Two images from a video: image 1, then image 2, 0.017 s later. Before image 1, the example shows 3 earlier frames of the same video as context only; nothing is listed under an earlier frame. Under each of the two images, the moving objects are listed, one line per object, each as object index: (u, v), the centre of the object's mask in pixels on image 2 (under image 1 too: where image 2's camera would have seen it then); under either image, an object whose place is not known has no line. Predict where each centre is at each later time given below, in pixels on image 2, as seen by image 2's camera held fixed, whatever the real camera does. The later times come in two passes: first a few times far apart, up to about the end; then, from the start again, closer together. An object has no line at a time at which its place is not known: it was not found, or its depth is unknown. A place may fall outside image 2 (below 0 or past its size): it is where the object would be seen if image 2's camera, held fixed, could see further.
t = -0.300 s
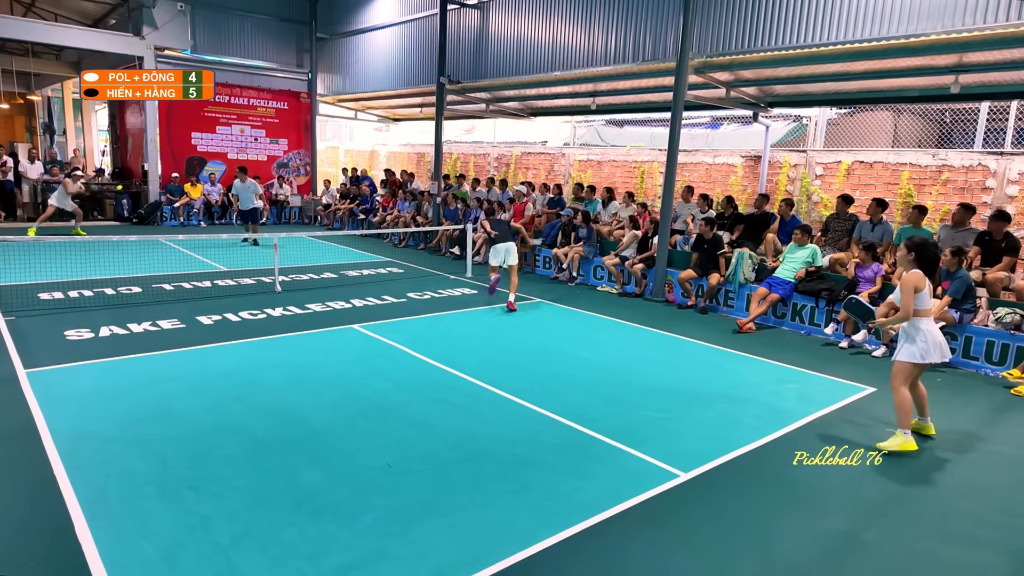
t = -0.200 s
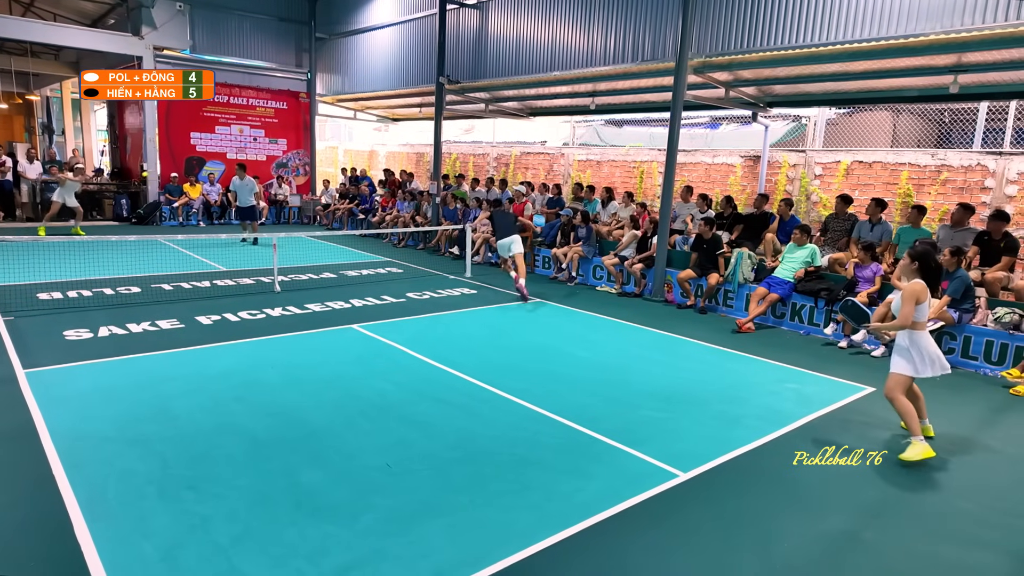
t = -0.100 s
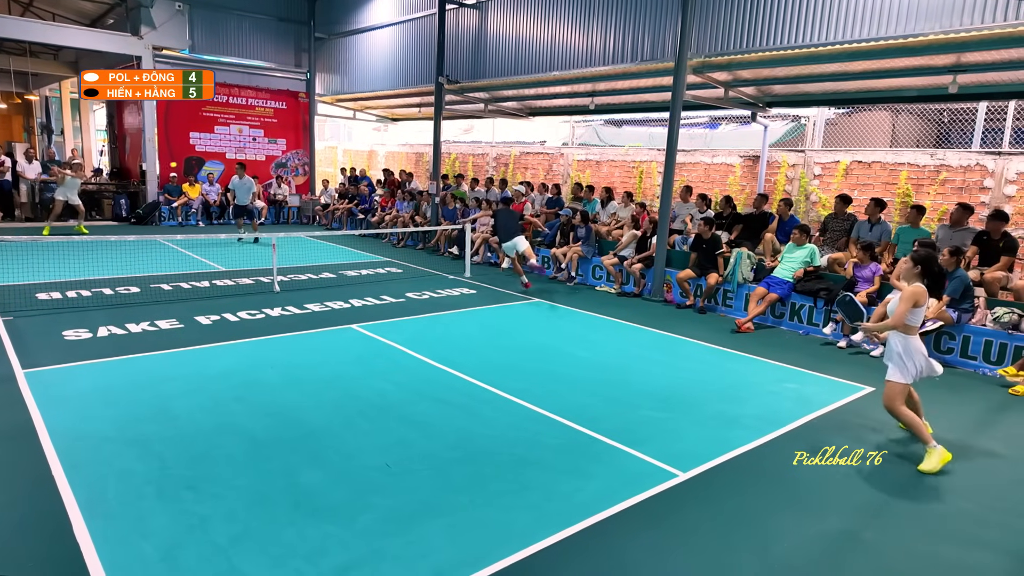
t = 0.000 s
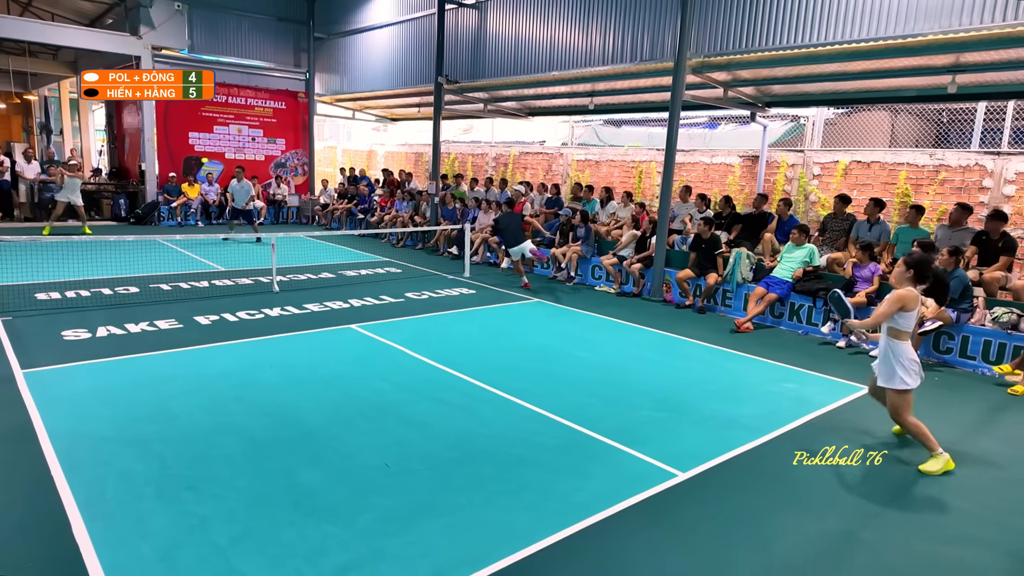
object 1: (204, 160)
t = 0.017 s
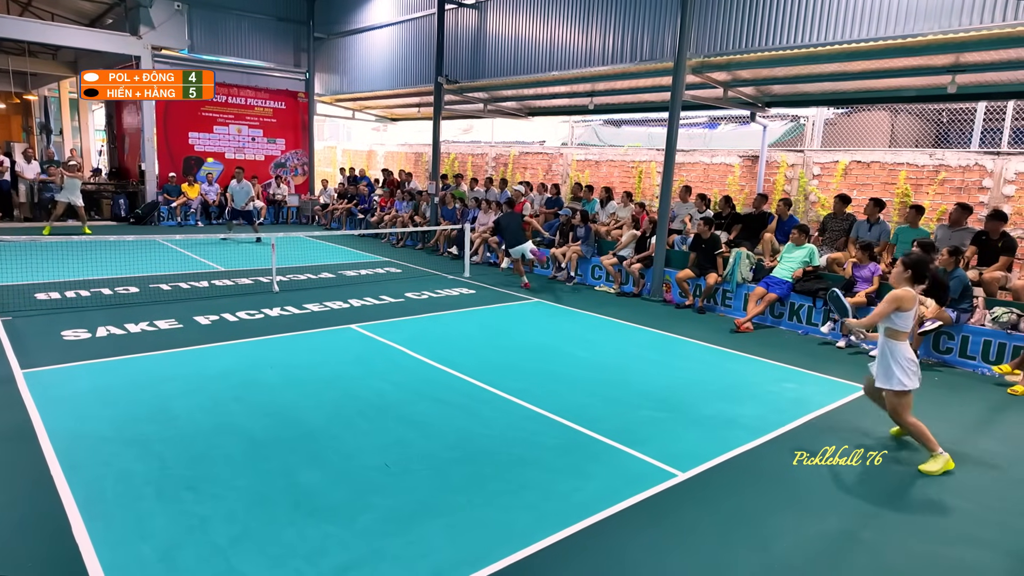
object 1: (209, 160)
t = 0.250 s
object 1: (296, 178)
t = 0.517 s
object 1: (414, 254)
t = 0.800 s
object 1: (530, 307)
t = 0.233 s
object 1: (290, 175)
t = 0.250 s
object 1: (296, 178)
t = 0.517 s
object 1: (414, 254)
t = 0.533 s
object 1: (421, 261)
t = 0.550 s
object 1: (429, 268)
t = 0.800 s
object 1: (530, 307)
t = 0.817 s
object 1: (536, 304)
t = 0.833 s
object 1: (541, 303)
